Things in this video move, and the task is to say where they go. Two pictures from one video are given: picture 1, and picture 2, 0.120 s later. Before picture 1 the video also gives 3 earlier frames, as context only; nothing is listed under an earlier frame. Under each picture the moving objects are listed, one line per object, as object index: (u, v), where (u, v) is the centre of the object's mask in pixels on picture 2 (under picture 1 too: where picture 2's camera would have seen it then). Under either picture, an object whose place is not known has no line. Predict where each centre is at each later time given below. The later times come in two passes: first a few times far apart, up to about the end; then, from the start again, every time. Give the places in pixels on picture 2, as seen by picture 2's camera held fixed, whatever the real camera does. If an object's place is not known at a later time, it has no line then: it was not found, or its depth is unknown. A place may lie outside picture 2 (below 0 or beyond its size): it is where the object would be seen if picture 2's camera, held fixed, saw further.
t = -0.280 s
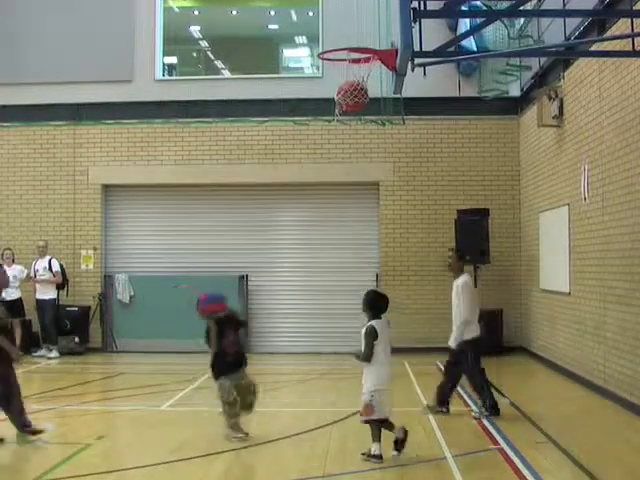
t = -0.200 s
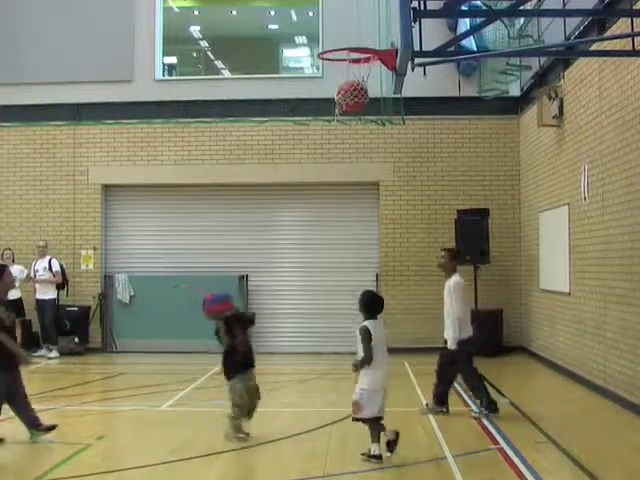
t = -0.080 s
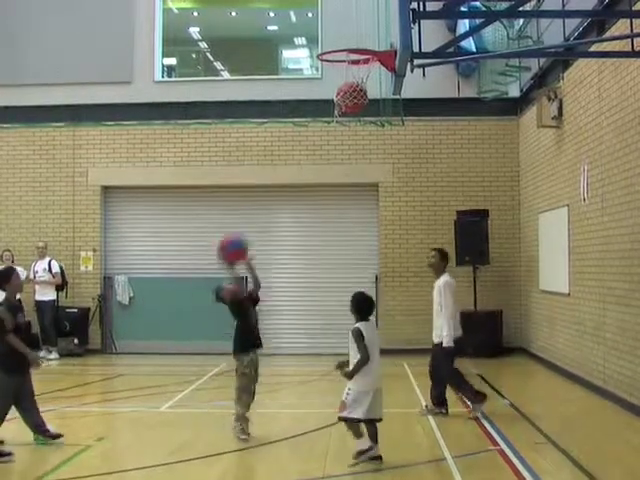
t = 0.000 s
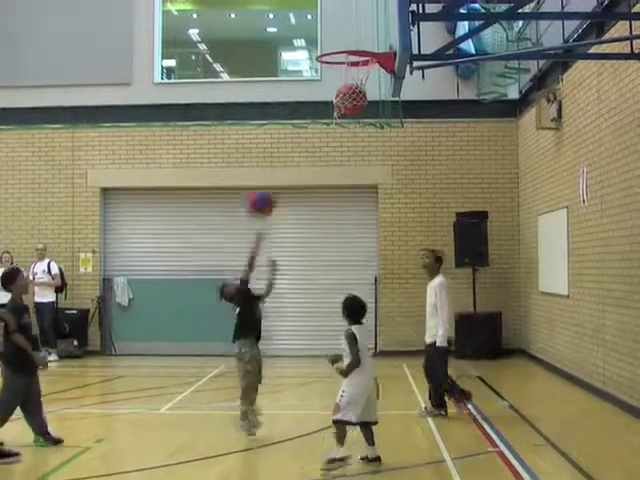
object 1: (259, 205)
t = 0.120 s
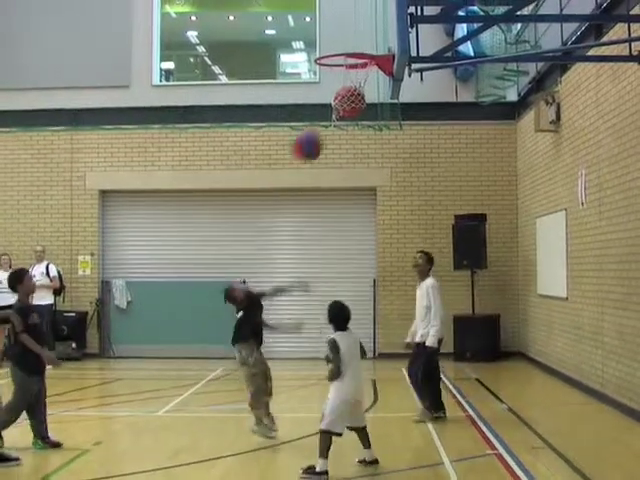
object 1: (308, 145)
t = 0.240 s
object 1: (340, 126)
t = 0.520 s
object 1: (375, 197)
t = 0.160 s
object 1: (322, 131)
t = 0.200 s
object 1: (334, 124)
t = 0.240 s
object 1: (340, 126)
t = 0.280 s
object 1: (345, 130)
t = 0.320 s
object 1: (350, 137)
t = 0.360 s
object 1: (355, 145)
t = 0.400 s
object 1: (361, 156)
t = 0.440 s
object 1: (365, 168)
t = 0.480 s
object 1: (370, 182)
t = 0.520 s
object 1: (375, 197)
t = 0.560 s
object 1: (379, 215)
